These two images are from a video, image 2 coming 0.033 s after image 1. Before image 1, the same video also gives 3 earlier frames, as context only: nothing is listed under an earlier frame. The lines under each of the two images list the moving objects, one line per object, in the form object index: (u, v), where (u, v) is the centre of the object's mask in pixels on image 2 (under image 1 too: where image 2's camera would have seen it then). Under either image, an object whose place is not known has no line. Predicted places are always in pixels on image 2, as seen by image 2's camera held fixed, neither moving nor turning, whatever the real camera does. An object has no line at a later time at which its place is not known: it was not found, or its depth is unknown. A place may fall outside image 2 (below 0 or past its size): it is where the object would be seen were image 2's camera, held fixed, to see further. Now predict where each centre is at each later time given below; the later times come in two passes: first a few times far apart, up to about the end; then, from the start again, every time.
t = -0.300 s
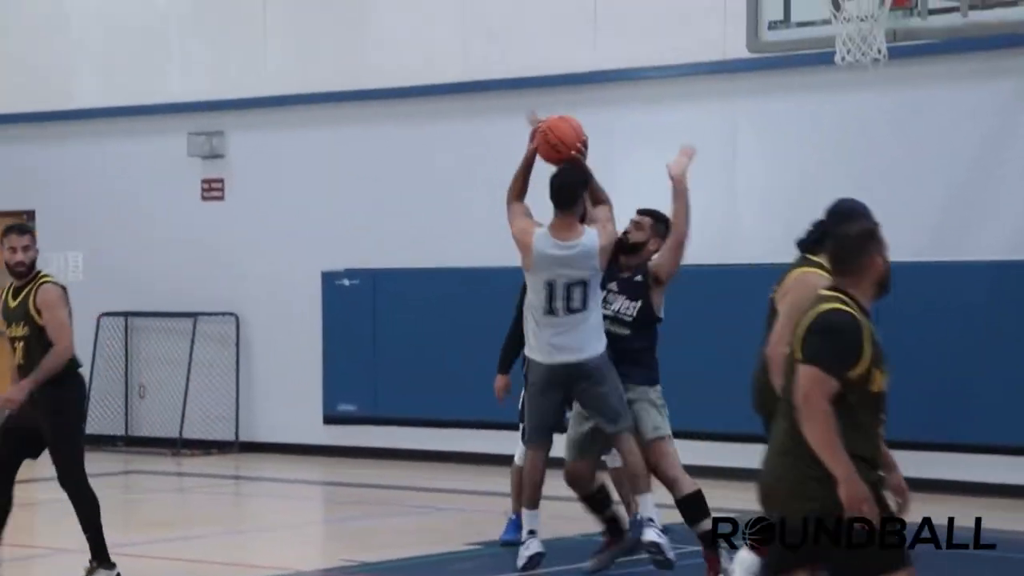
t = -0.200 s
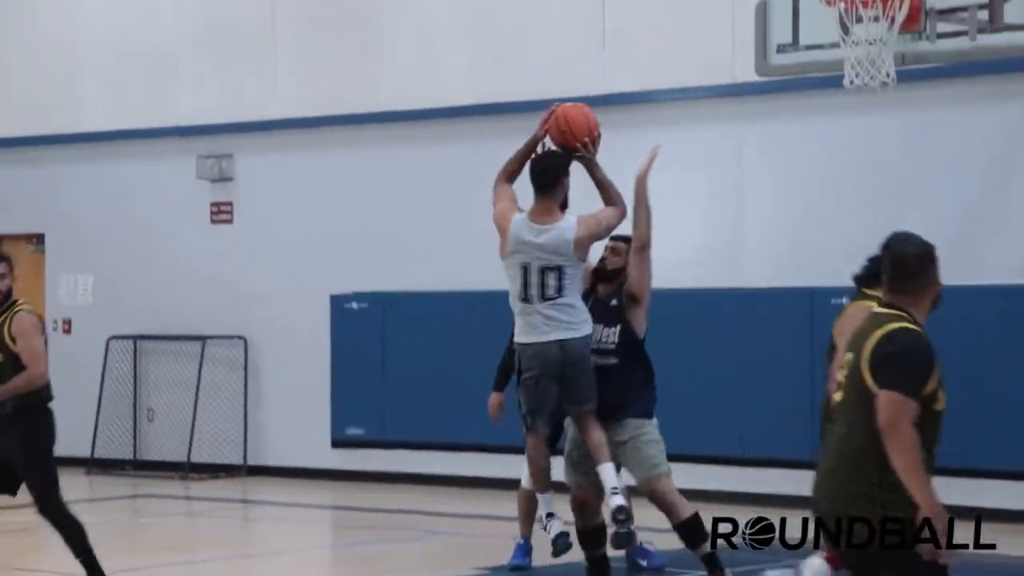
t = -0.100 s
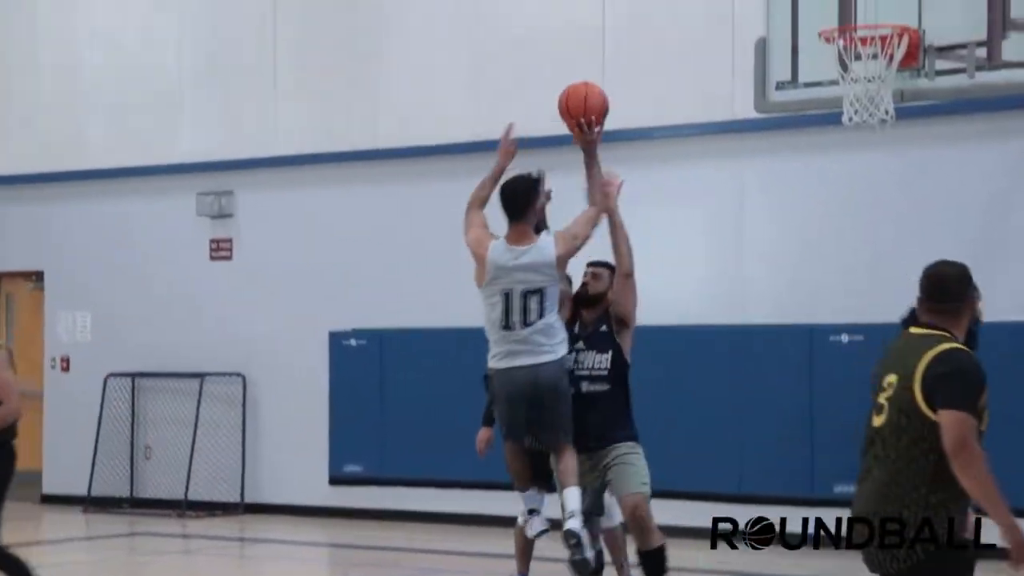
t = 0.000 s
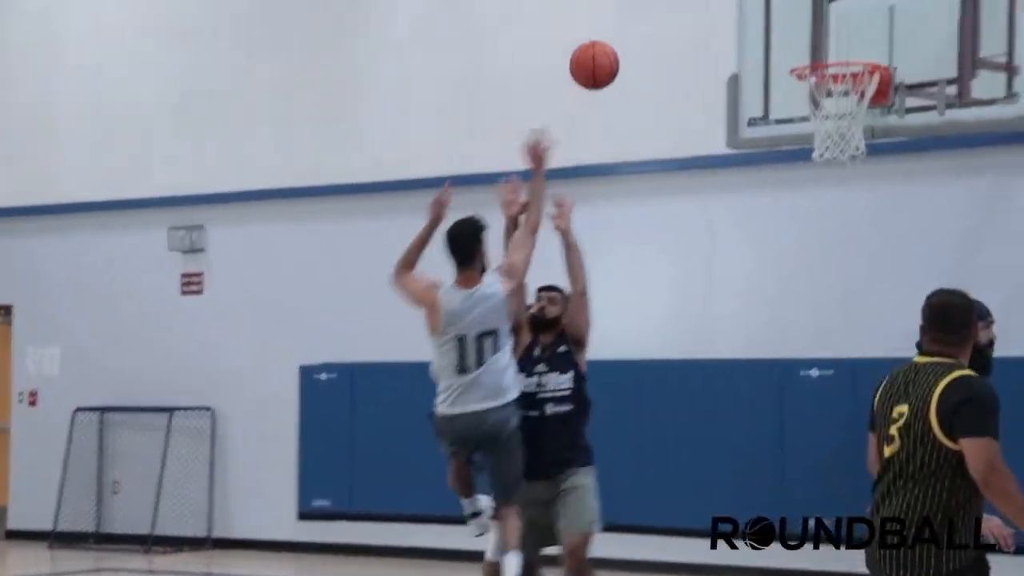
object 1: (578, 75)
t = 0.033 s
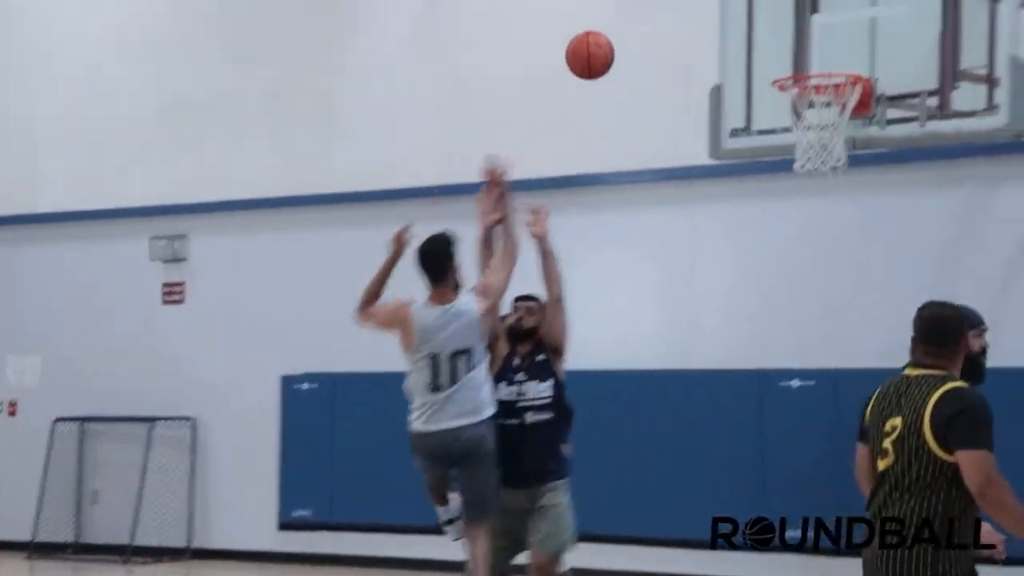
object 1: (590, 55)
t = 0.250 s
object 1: (667, -20)
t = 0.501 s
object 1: (750, 9)
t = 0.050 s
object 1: (596, 46)
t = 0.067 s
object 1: (602, 37)
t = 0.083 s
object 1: (608, 29)
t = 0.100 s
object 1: (614, 21)
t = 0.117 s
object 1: (620, 14)
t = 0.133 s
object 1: (626, 7)
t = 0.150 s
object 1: (632, 2)
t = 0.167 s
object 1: (638, -3)
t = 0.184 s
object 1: (644, -8)
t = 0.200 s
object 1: (650, -12)
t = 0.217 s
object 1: (656, -15)
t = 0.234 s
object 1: (662, -18)
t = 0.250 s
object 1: (667, -20)
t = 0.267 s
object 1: (673, -22)
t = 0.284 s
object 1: (679, -23)
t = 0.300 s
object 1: (685, -23)
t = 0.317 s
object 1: (690, -23)
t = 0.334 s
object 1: (696, -23)
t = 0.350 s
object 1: (701, -22)
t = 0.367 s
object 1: (707, -21)
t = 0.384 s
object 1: (712, -19)
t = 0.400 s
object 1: (718, -16)
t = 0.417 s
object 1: (723, -13)
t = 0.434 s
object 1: (729, -10)
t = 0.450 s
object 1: (734, -6)
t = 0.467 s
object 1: (740, -1)
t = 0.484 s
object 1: (744, 4)
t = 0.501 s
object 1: (750, 9)
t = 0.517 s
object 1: (755, 15)
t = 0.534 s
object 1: (761, 21)
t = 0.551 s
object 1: (766, 28)
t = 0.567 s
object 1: (771, 36)
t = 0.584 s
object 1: (776, 44)
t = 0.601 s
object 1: (782, 52)
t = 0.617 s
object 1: (787, 59)
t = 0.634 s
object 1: (792, 64)
